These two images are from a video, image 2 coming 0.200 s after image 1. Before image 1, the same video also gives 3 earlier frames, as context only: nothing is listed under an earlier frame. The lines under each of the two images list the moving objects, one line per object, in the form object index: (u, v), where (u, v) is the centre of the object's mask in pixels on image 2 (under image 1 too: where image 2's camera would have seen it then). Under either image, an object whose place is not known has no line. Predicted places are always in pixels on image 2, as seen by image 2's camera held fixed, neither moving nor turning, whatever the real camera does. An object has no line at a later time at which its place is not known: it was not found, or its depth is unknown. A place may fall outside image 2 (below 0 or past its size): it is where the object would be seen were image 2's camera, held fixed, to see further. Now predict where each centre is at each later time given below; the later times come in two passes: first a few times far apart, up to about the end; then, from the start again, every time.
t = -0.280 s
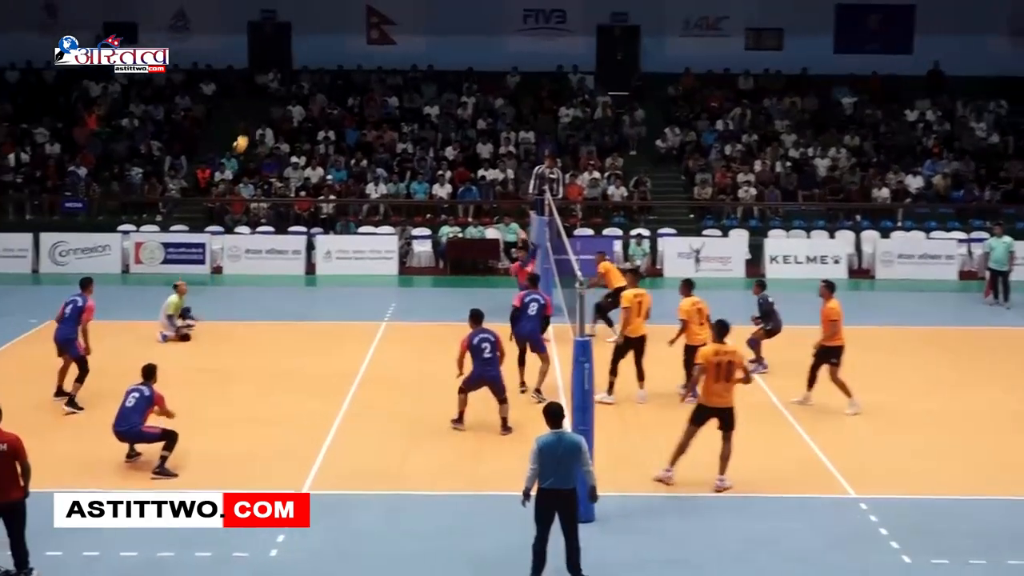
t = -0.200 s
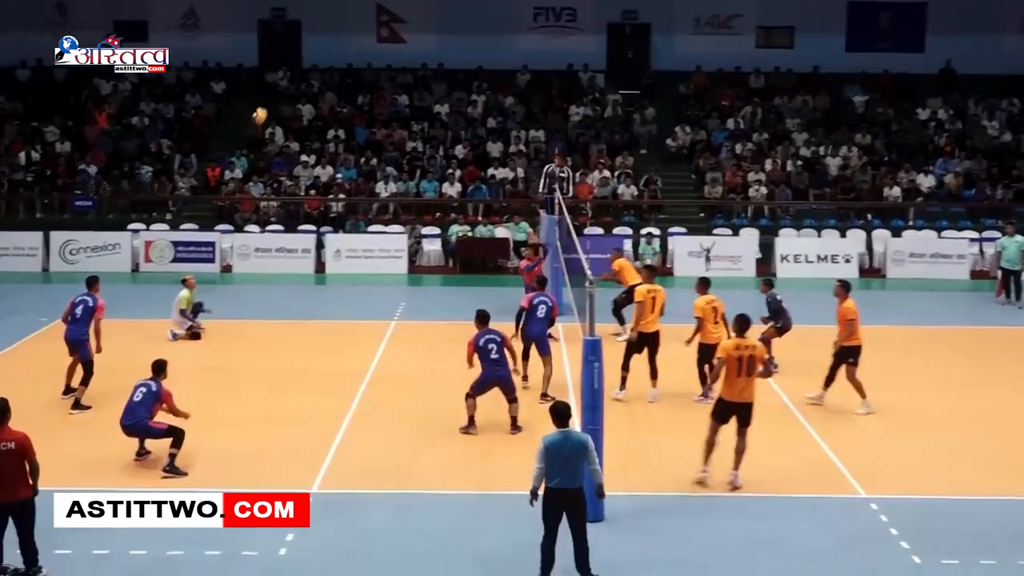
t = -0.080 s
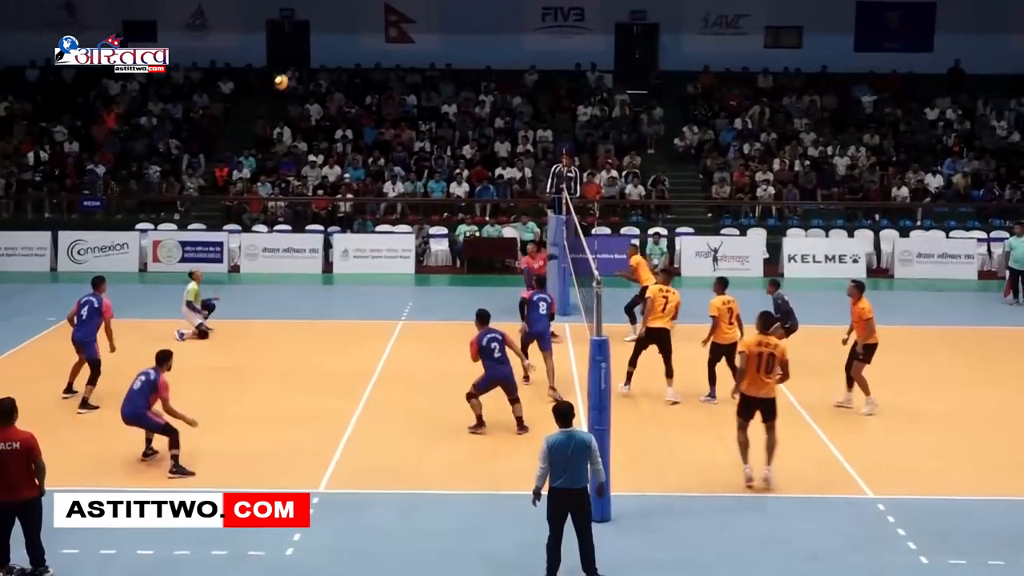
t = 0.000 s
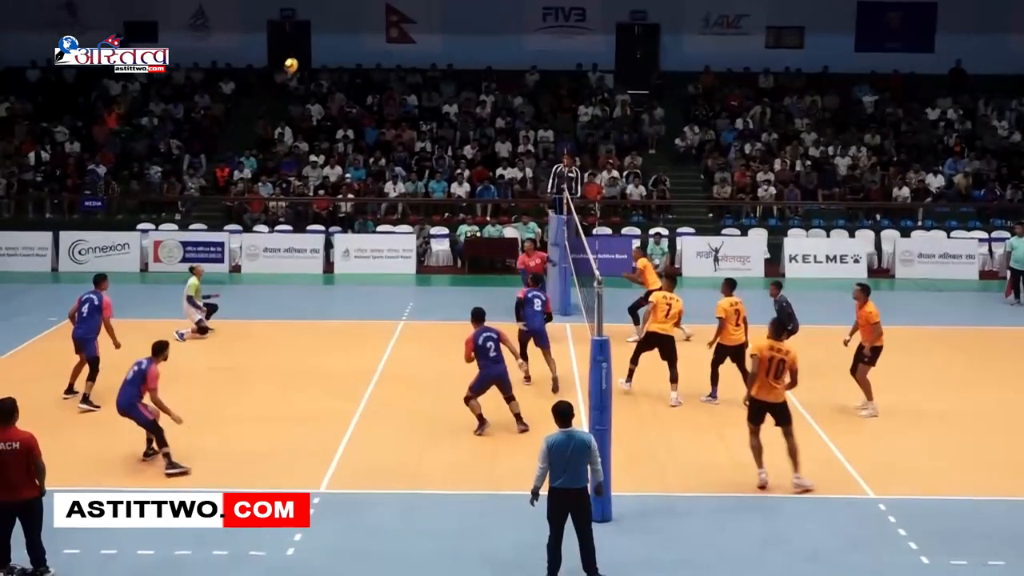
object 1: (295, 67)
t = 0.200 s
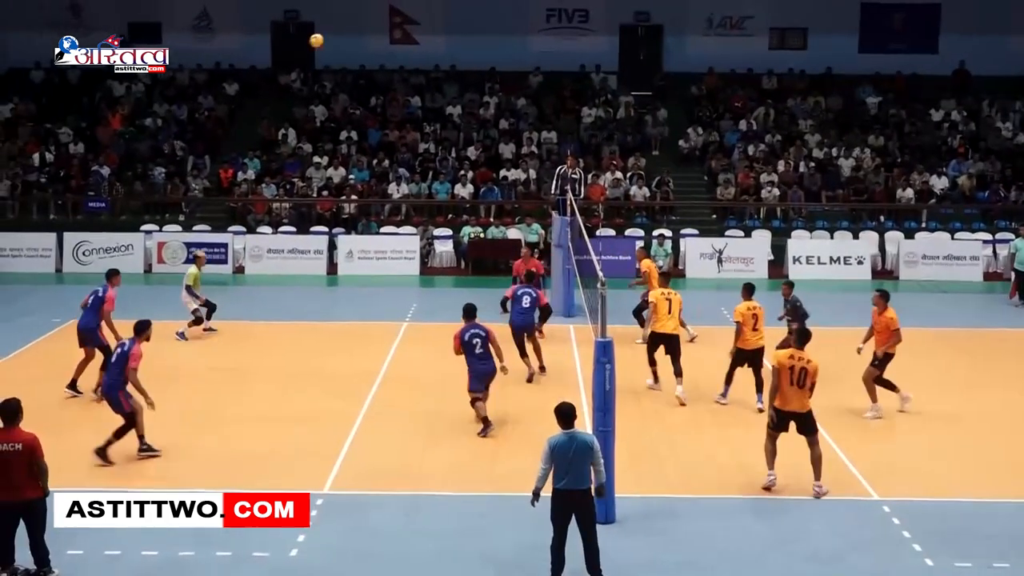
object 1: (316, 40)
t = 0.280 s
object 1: (325, 36)
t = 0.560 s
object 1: (357, 54)
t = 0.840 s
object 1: (388, 116)
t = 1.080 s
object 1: (416, 201)
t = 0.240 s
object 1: (320, 38)
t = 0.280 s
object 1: (325, 36)
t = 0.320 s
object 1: (330, 36)
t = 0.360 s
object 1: (334, 37)
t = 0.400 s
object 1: (339, 38)
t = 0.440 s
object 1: (343, 41)
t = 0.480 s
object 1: (348, 44)
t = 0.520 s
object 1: (352, 48)
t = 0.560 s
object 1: (357, 54)
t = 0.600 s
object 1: (361, 60)
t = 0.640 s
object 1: (366, 67)
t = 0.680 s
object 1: (370, 75)
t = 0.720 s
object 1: (375, 84)
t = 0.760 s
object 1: (379, 94)
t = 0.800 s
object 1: (384, 104)
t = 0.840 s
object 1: (388, 116)
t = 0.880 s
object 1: (392, 129)
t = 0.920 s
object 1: (397, 141)
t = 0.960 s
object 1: (402, 155)
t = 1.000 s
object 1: (406, 170)
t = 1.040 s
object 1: (411, 186)
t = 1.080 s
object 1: (416, 201)
